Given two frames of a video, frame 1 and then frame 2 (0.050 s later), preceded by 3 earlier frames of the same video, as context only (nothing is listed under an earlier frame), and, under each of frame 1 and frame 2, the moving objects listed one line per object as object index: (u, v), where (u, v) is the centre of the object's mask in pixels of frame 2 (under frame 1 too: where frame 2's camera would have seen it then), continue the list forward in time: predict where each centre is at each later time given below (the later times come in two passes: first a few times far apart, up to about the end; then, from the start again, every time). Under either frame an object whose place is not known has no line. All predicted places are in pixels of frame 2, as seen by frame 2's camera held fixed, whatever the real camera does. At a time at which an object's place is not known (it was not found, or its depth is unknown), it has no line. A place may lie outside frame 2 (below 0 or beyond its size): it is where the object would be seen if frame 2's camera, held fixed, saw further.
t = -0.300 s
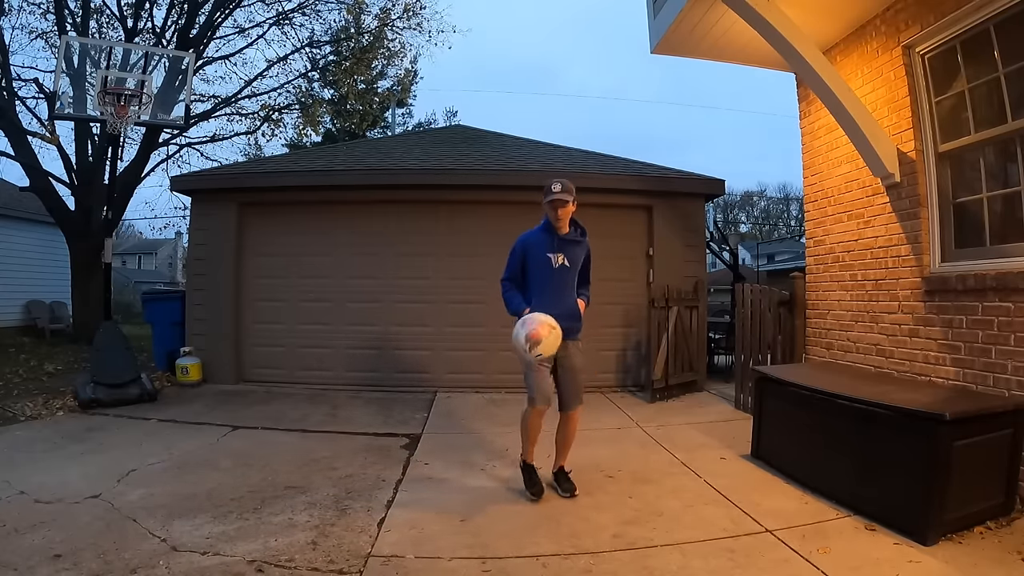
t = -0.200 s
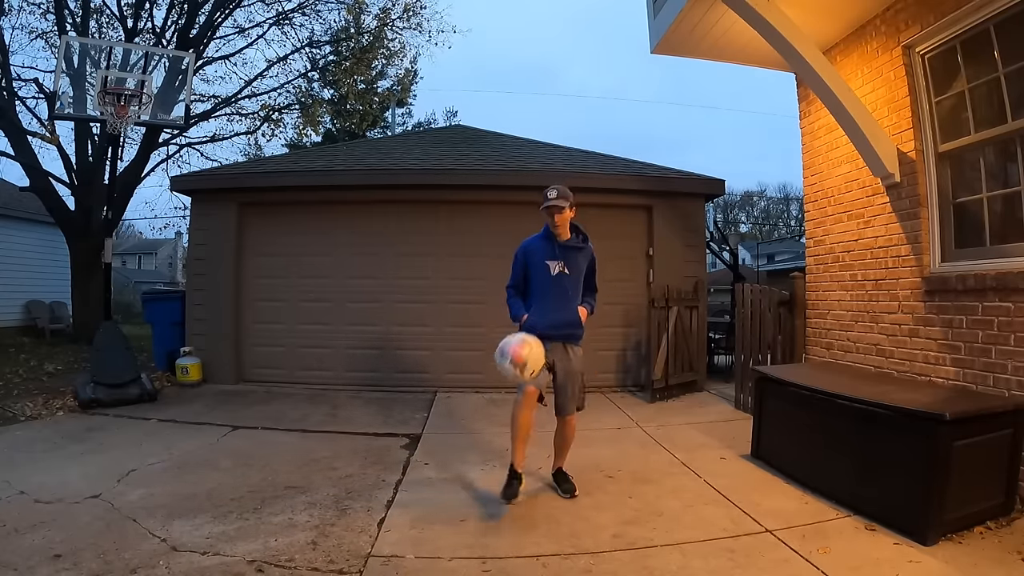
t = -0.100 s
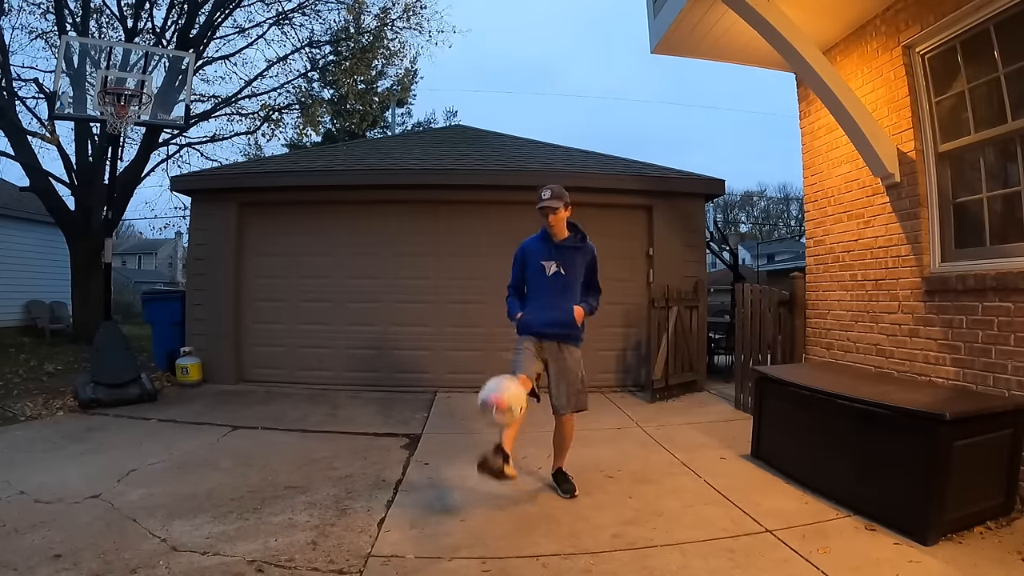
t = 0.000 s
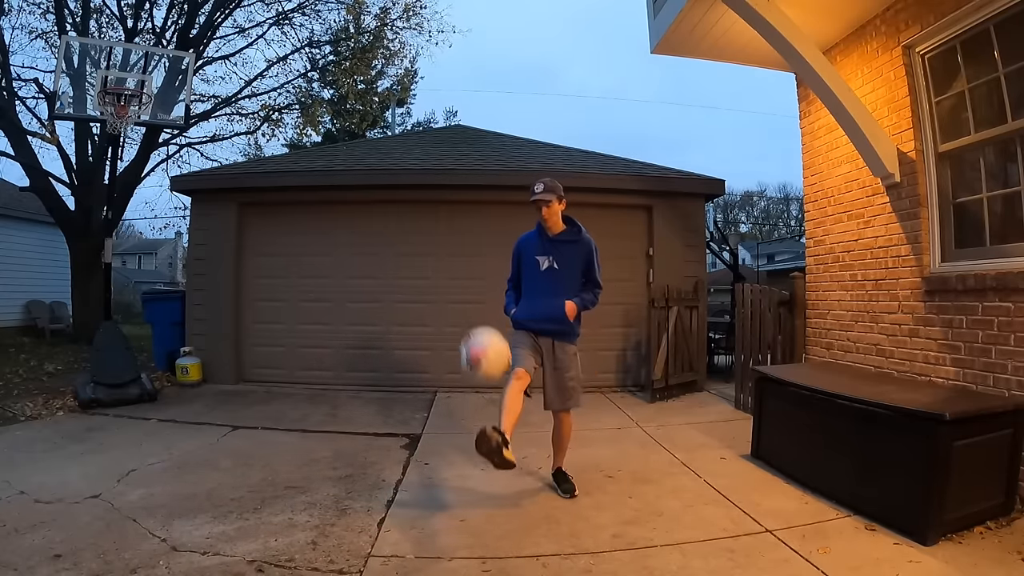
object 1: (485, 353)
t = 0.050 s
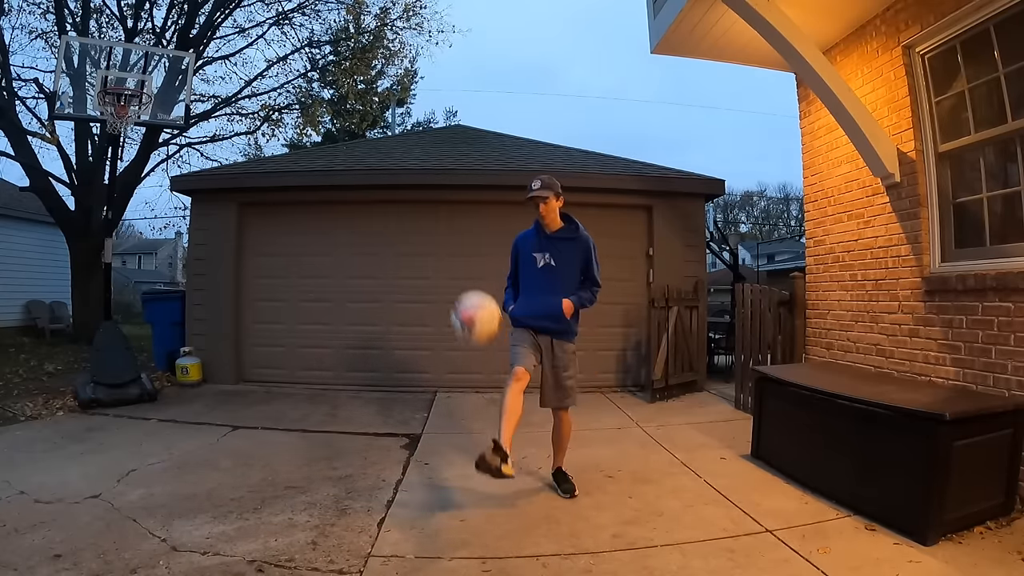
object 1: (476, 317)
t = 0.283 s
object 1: (438, 226)
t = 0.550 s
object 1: (395, 266)
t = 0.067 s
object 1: (473, 306)
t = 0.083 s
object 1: (470, 296)
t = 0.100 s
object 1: (468, 286)
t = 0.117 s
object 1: (465, 278)
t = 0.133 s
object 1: (462, 269)
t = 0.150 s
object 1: (460, 262)
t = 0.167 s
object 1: (457, 254)
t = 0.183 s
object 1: (453, 248)
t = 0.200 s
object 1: (451, 242)
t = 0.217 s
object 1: (448, 237)
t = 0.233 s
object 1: (446, 234)
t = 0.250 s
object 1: (443, 230)
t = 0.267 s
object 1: (441, 229)
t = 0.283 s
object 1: (438, 226)
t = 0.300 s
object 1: (435, 224)
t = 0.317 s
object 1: (433, 222)
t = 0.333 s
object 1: (430, 222)
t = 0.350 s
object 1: (427, 222)
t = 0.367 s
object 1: (424, 222)
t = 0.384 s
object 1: (422, 223)
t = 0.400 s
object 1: (419, 224)
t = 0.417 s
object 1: (416, 226)
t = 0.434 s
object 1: (414, 229)
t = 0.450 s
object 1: (411, 232)
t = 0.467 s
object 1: (409, 237)
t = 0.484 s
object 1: (406, 241)
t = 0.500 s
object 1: (403, 247)
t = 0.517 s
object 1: (401, 253)
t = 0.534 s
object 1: (398, 259)
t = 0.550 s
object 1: (395, 266)
